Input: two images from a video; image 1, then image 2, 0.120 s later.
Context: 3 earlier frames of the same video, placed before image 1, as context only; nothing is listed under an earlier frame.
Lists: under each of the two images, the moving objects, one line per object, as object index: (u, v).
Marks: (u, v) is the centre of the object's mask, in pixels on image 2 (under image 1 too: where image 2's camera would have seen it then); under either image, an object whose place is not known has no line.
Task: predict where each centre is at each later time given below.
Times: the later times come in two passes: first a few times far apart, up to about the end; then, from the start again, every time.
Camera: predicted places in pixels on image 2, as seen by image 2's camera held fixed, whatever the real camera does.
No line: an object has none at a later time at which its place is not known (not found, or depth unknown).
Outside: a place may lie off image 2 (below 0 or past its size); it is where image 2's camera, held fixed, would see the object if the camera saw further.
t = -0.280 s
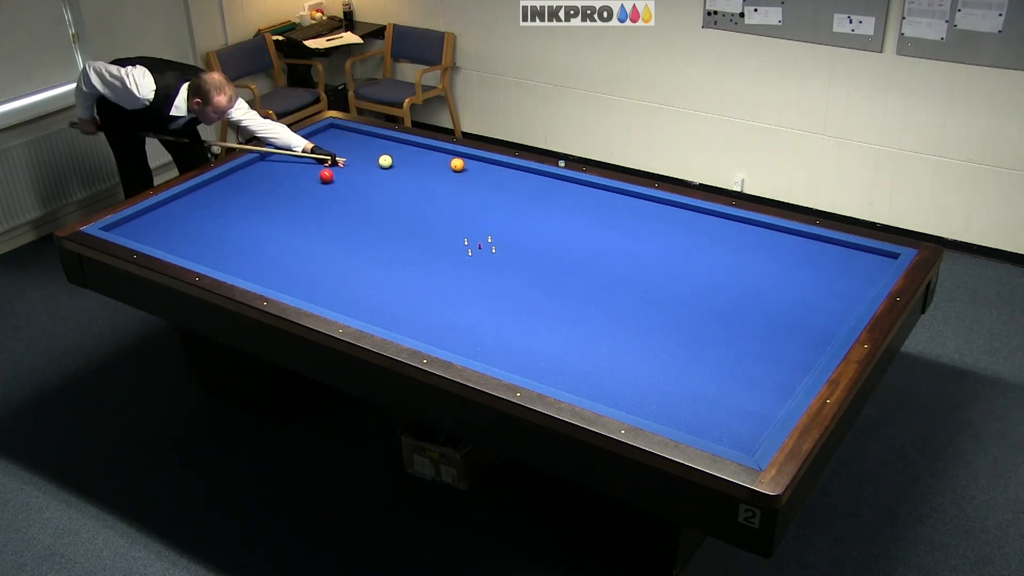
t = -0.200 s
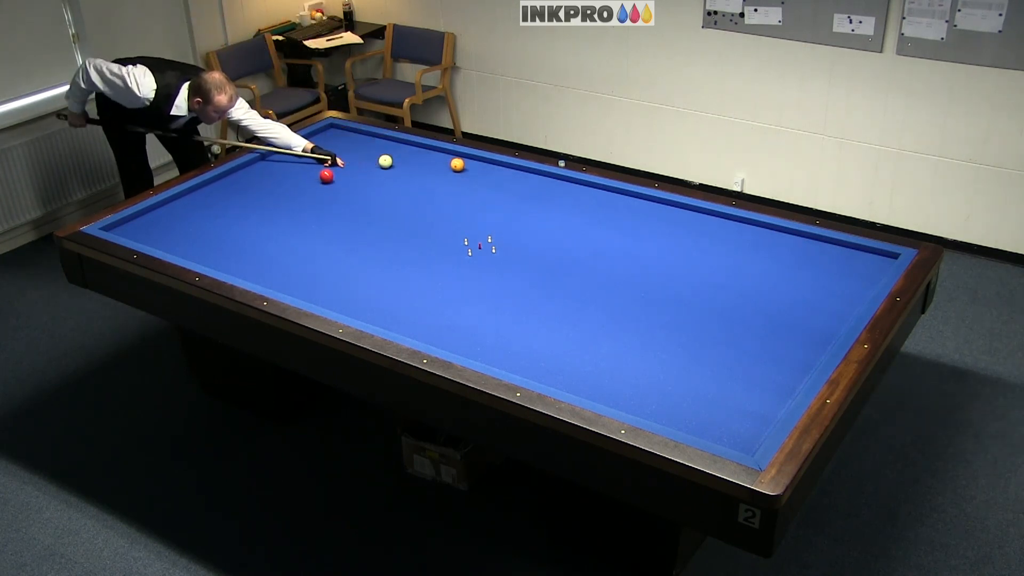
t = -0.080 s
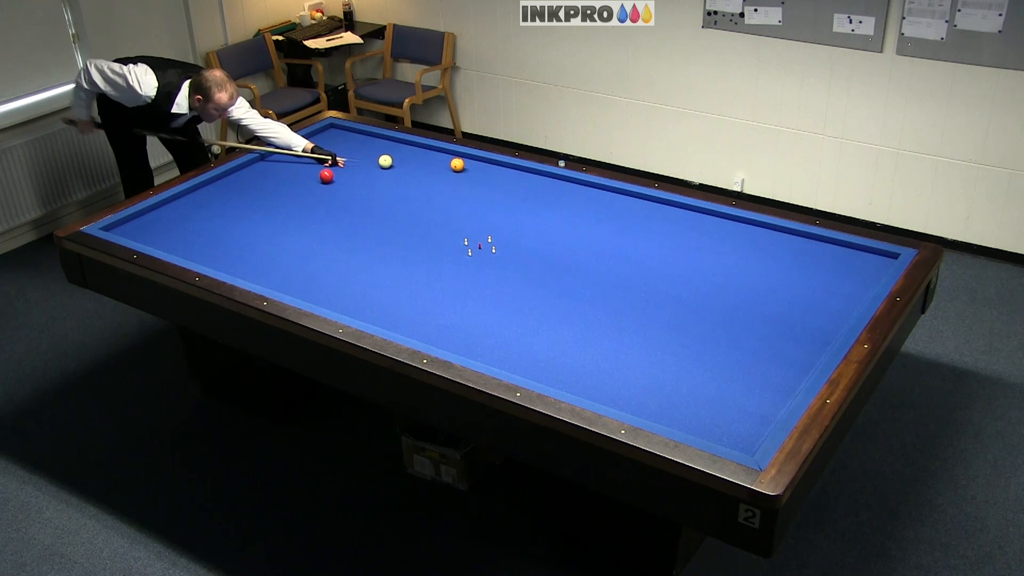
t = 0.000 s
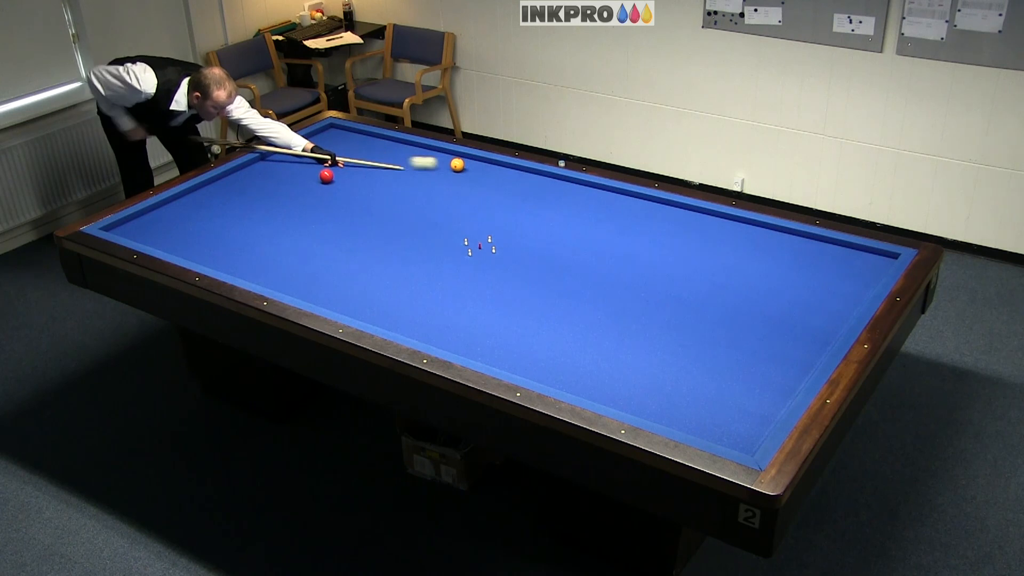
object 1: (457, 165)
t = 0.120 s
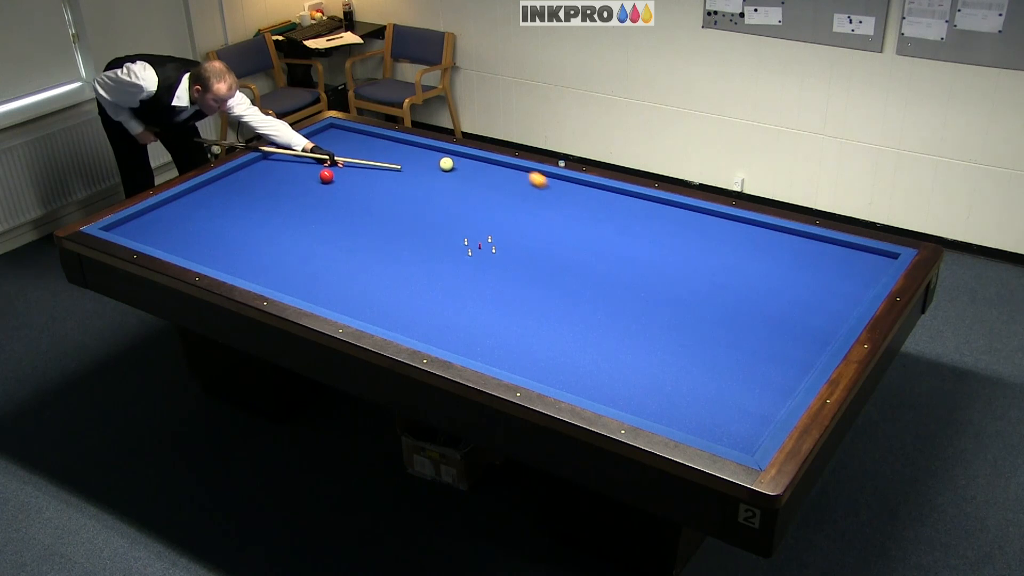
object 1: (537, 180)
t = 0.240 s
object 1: (599, 215)
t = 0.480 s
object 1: (736, 291)
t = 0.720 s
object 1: (759, 339)
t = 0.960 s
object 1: (606, 337)
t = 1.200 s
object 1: (477, 342)
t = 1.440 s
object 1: (408, 313)
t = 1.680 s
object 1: (363, 277)
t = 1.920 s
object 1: (326, 245)
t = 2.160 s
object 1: (292, 218)
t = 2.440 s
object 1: (257, 190)
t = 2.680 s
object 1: (239, 170)
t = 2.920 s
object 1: (266, 173)
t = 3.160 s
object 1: (281, 177)
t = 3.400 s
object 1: (296, 180)
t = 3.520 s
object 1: (303, 182)
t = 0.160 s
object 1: (557, 191)
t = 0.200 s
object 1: (578, 203)
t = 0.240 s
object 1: (599, 215)
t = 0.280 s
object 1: (621, 227)
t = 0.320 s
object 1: (642, 239)
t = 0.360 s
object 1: (665, 252)
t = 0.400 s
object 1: (688, 265)
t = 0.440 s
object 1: (712, 278)
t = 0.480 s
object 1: (736, 291)
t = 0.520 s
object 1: (761, 305)
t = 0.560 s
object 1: (786, 319)
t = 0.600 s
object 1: (812, 333)
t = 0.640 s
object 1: (818, 342)
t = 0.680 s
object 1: (788, 341)
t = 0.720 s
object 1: (759, 339)
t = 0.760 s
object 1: (731, 338)
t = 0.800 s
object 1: (704, 338)
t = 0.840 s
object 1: (678, 337)
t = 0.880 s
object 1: (653, 337)
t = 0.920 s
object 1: (629, 337)
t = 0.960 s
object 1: (606, 337)
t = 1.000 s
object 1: (584, 338)
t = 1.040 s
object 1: (562, 339)
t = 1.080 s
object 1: (541, 340)
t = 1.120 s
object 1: (520, 341)
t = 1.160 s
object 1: (499, 341)
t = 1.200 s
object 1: (477, 342)
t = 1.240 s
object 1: (456, 343)
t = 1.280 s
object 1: (437, 341)
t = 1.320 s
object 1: (430, 335)
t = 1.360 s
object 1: (423, 327)
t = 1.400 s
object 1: (415, 320)
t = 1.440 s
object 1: (408, 313)
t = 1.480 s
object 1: (400, 307)
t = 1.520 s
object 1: (392, 301)
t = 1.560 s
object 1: (385, 295)
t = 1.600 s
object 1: (378, 289)
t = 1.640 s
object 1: (370, 283)
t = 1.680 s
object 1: (363, 277)
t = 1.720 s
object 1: (357, 272)
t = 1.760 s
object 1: (350, 266)
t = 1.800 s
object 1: (344, 261)
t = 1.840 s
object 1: (338, 256)
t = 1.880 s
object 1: (331, 251)
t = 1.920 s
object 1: (326, 245)
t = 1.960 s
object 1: (319, 241)
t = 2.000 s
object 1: (314, 236)
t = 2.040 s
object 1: (308, 231)
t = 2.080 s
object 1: (302, 227)
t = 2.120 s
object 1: (297, 222)
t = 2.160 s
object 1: (292, 218)
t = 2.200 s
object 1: (287, 214)
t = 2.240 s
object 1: (281, 209)
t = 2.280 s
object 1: (276, 205)
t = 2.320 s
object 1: (271, 201)
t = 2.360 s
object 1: (267, 197)
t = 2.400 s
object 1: (262, 193)
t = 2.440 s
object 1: (257, 190)
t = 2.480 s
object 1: (253, 186)
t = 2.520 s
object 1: (248, 182)
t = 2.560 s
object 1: (244, 179)
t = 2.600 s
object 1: (240, 175)
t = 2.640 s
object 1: (235, 172)
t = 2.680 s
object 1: (239, 170)
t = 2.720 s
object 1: (250, 169)
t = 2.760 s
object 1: (257, 170)
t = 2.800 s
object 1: (259, 170)
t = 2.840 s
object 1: (261, 172)
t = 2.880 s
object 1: (264, 172)
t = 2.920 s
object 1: (266, 173)
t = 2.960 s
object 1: (269, 173)
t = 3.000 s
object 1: (271, 174)
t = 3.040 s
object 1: (274, 175)
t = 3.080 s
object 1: (276, 175)
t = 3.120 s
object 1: (279, 176)
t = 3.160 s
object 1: (281, 177)
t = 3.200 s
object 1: (284, 177)
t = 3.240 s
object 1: (286, 178)
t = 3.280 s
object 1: (289, 178)
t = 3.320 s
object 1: (291, 179)
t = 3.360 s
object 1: (293, 180)
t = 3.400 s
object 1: (296, 180)
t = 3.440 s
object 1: (298, 181)
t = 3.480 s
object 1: (300, 182)
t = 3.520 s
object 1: (303, 182)
